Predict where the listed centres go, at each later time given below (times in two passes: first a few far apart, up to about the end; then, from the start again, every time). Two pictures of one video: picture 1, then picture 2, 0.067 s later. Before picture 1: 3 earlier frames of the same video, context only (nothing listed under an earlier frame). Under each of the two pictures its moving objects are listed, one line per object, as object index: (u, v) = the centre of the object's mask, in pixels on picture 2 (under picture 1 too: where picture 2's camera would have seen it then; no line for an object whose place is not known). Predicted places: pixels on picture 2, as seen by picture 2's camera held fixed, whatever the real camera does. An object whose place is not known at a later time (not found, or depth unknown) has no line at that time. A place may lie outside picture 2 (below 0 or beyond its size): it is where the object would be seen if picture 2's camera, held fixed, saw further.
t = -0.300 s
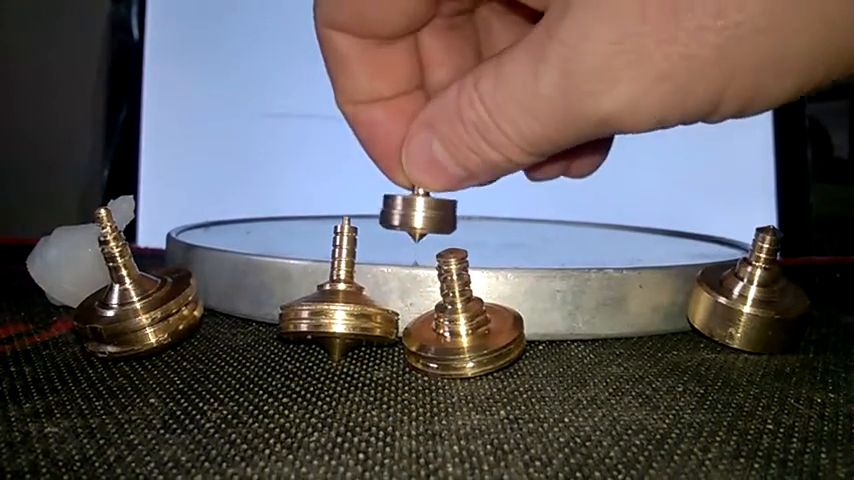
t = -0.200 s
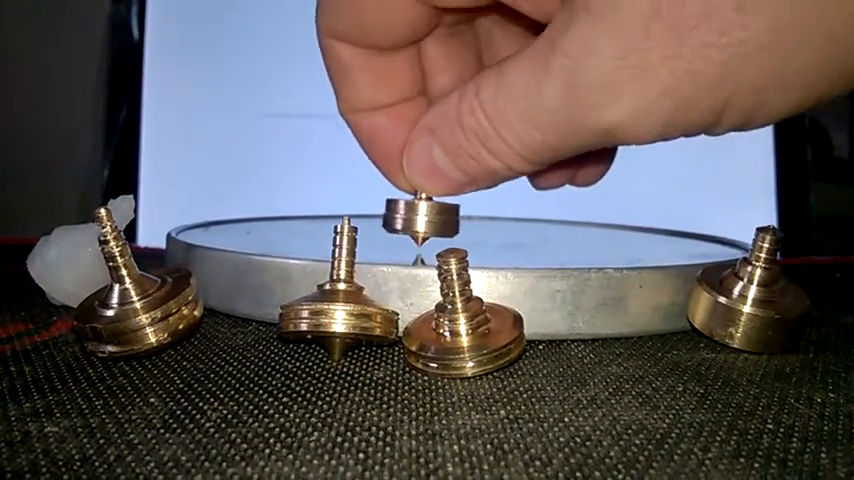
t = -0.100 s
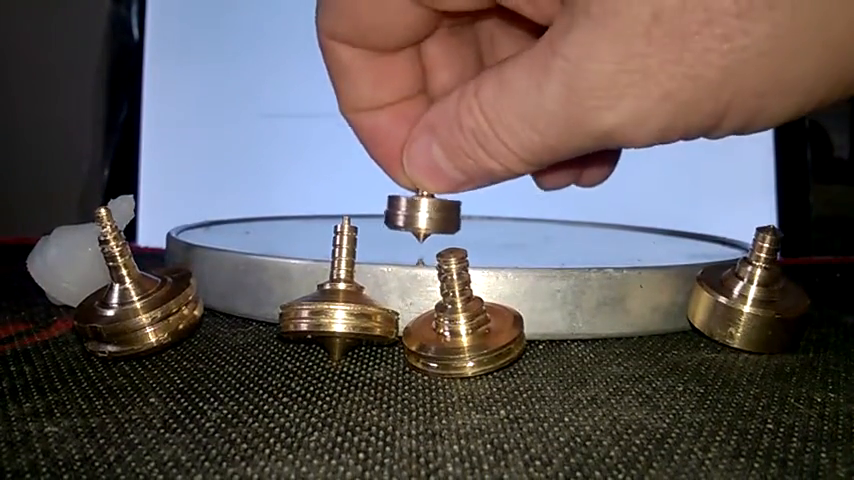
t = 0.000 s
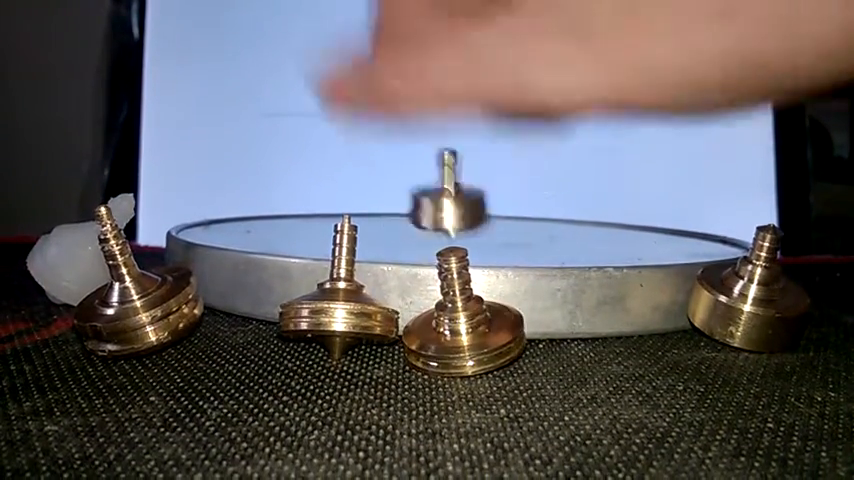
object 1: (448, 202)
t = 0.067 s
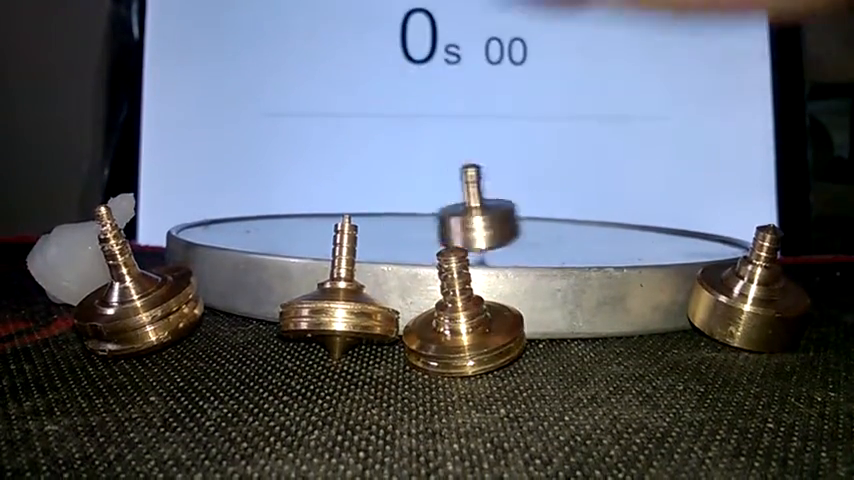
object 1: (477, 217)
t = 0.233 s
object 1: (494, 220)
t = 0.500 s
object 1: (492, 222)
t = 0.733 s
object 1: (491, 222)
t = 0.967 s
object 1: (493, 220)
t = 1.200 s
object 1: (491, 222)
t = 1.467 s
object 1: (489, 222)
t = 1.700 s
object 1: (490, 220)
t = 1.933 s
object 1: (490, 221)
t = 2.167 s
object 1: (489, 222)
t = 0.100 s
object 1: (487, 218)
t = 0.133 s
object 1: (492, 220)
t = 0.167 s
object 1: (495, 220)
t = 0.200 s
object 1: (495, 219)
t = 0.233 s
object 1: (494, 220)
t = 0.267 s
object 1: (494, 221)
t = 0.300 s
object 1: (494, 221)
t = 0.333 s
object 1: (493, 222)
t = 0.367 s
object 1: (493, 222)
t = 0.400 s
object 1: (493, 222)
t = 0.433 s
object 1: (492, 222)
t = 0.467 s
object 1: (492, 222)
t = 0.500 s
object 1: (492, 222)
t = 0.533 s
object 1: (492, 222)
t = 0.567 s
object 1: (490, 220)
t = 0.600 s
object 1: (490, 221)
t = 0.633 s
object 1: (490, 221)
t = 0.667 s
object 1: (490, 221)
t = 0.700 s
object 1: (490, 222)
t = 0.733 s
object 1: (491, 222)
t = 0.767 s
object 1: (491, 222)
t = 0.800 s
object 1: (491, 222)
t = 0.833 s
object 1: (491, 222)
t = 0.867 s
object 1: (492, 221)
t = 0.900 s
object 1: (492, 221)
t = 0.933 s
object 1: (492, 220)
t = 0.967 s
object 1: (493, 220)
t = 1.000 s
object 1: (492, 220)
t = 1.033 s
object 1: (492, 220)
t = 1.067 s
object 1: (492, 221)
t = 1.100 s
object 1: (492, 221)
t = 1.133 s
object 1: (492, 222)
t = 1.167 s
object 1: (491, 222)
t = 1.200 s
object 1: (491, 222)
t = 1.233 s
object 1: (491, 222)
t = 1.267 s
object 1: (491, 222)
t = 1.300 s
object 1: (490, 222)
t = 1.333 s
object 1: (490, 222)
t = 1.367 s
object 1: (490, 222)
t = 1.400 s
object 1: (489, 220)
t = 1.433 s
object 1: (489, 220)
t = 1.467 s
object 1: (489, 222)
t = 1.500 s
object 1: (489, 222)
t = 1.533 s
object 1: (489, 223)
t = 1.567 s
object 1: (489, 222)
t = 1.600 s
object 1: (489, 222)
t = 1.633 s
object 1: (489, 221)
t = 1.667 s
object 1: (490, 221)
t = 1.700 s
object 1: (490, 220)
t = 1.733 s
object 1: (491, 219)
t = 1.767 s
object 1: (491, 219)
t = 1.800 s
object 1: (490, 220)
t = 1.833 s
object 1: (490, 220)
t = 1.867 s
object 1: (490, 220)
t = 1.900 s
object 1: (490, 221)
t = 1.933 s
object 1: (490, 221)
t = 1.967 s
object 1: (490, 222)
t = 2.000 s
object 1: (490, 222)
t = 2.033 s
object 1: (490, 222)
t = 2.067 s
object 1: (490, 222)
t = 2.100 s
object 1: (490, 221)
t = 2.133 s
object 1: (489, 222)
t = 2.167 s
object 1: (489, 222)
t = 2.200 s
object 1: (488, 222)
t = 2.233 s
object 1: (489, 222)
